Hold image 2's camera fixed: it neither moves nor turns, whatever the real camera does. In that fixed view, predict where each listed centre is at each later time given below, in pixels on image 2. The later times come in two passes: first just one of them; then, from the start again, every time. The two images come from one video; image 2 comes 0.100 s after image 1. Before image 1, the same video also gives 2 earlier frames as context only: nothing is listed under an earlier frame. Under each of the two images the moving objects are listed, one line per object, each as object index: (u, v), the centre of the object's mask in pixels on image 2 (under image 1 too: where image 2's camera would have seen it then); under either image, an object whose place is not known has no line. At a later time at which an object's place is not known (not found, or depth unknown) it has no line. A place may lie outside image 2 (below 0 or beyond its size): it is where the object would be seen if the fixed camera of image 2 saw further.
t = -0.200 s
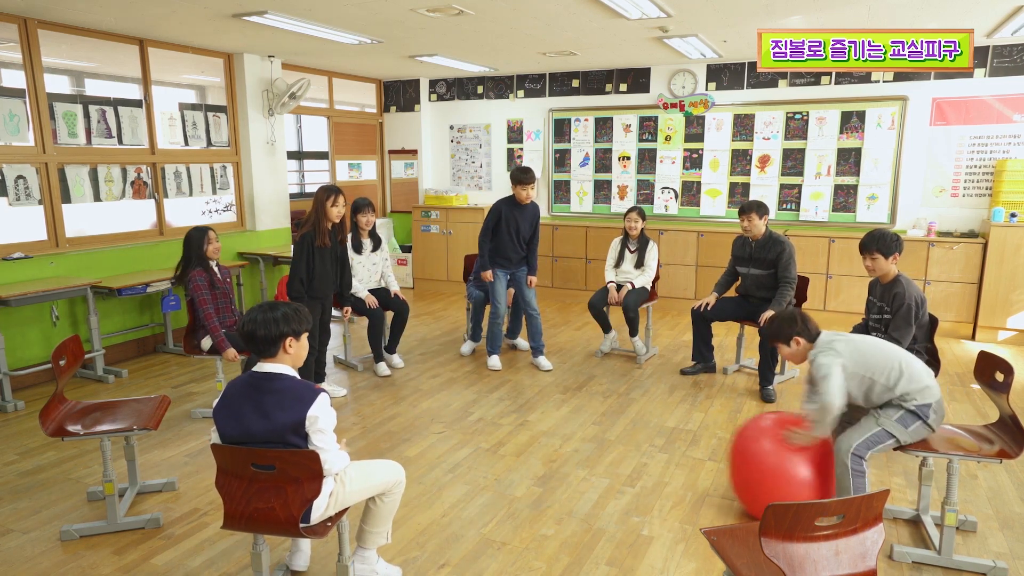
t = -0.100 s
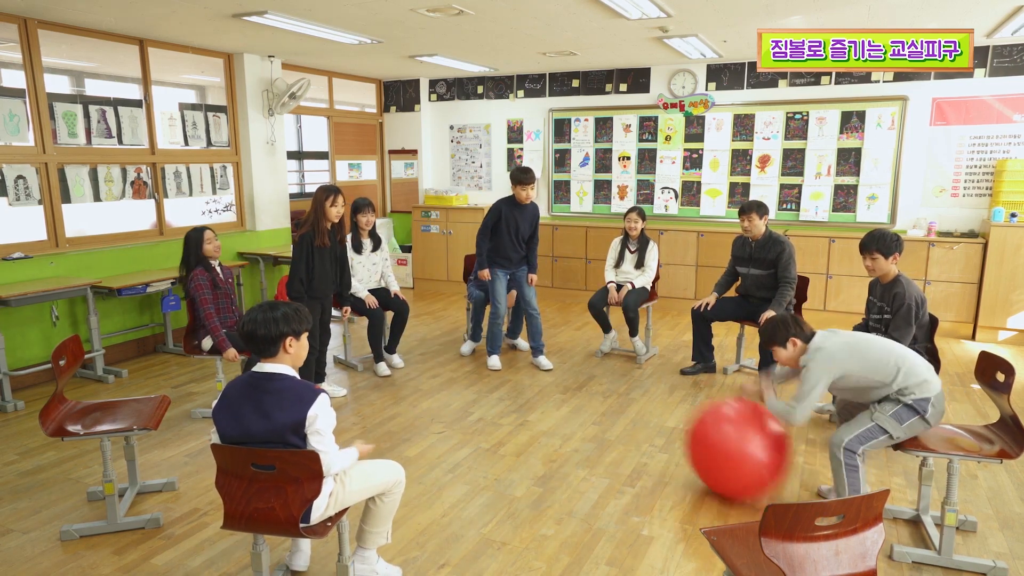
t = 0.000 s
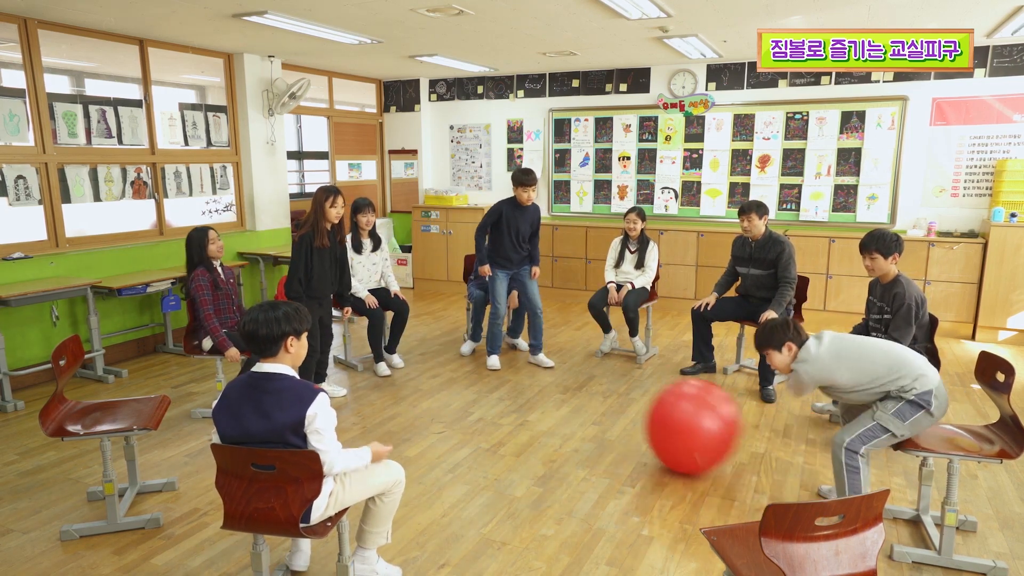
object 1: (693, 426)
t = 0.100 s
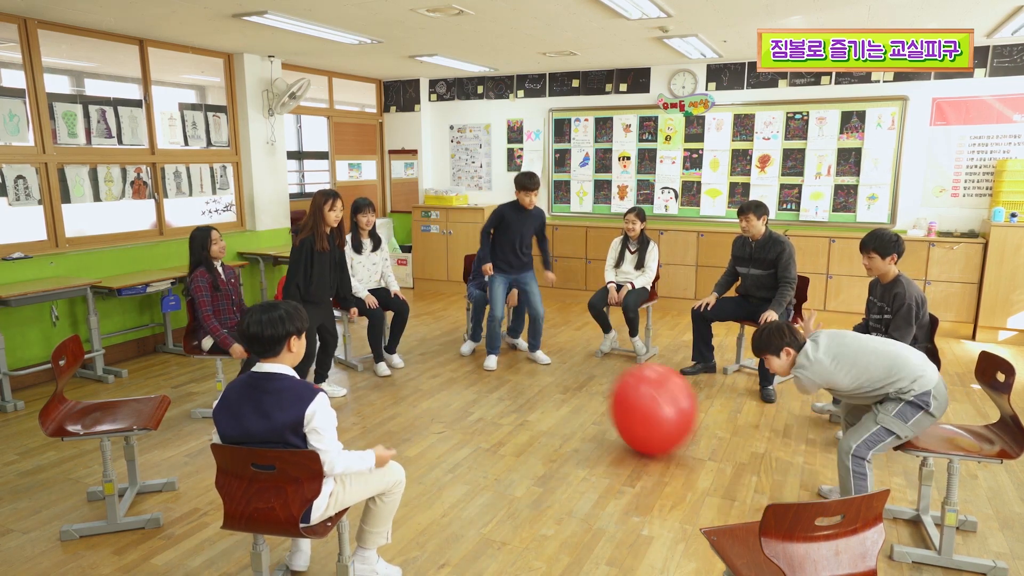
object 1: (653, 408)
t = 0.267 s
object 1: (602, 391)
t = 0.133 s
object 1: (642, 402)
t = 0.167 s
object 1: (631, 398)
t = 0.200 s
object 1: (621, 395)
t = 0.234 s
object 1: (612, 394)
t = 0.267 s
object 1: (602, 391)
